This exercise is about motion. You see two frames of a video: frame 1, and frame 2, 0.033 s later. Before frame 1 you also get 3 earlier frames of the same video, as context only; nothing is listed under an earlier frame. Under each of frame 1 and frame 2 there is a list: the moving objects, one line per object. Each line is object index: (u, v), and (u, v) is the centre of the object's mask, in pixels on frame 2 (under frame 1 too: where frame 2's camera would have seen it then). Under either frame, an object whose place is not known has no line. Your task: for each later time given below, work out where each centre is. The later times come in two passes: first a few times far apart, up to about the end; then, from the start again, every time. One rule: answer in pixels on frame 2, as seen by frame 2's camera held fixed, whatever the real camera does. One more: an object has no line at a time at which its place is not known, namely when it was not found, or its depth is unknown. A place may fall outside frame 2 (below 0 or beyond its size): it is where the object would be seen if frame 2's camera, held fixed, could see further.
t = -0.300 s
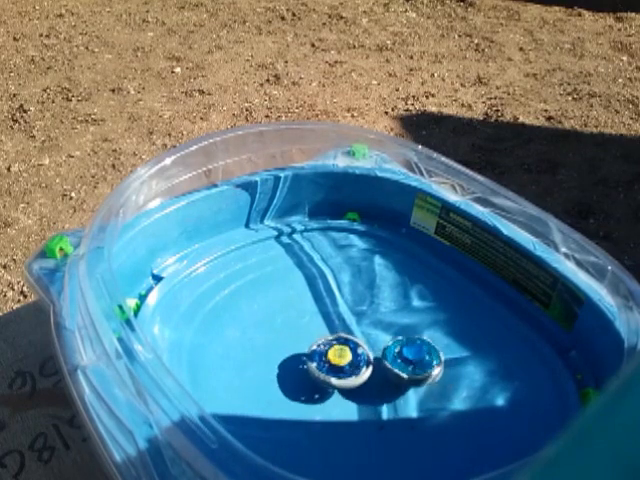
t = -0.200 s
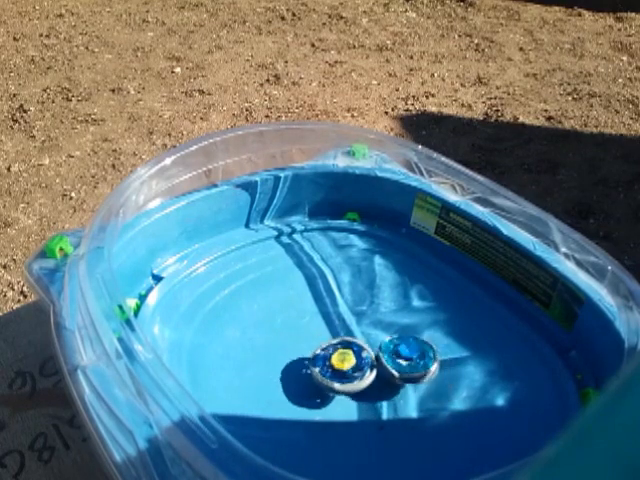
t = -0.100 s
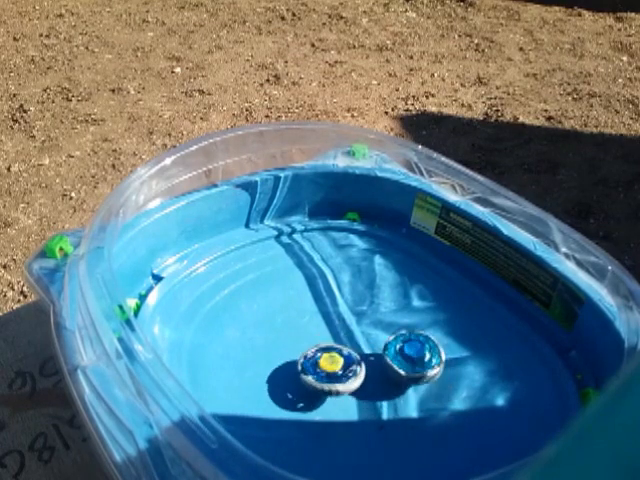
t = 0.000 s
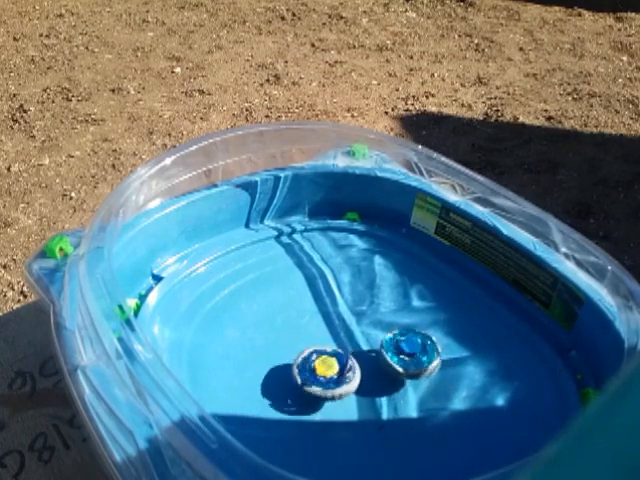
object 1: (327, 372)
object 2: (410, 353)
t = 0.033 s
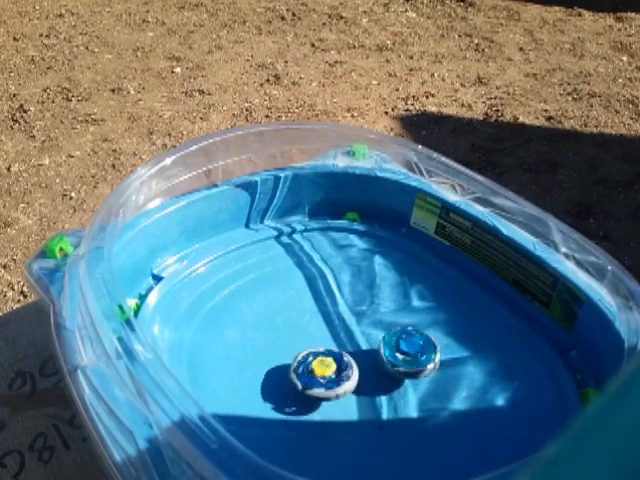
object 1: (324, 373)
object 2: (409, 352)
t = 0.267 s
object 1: (329, 375)
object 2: (402, 348)
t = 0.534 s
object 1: (351, 379)
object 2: (392, 342)
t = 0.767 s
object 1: (356, 394)
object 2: (388, 337)
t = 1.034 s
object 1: (363, 394)
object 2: (382, 337)
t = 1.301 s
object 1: (370, 392)
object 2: (375, 334)
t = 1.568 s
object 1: (375, 384)
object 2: (366, 332)
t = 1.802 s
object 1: (380, 386)
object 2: (361, 333)
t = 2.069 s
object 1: (381, 382)
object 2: (356, 335)
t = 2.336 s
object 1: (376, 385)
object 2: (350, 337)
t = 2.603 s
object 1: (368, 391)
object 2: (347, 337)
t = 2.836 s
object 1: (364, 389)
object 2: (346, 338)
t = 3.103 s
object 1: (366, 390)
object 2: (347, 340)
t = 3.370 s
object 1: (366, 396)
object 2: (347, 345)
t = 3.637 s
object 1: (363, 399)
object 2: (347, 349)
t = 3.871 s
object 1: (362, 404)
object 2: (348, 348)
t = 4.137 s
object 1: (361, 405)
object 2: (352, 348)
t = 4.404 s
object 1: (377, 399)
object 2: (349, 350)
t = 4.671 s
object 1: (386, 400)
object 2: (343, 352)
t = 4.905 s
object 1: (395, 388)
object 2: (341, 354)
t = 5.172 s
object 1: (407, 382)
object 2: (339, 360)
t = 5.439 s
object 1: (404, 385)
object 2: (336, 361)
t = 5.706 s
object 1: (385, 392)
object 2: (338, 356)
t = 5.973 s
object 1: (367, 425)
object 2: (340, 359)
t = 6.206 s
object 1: (383, 429)
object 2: (342, 363)
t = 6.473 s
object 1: (368, 425)
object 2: (339, 366)
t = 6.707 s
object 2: (349, 363)
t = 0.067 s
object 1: (325, 373)
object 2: (408, 351)
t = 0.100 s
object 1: (325, 374)
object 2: (407, 351)
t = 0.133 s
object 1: (324, 374)
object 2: (406, 350)
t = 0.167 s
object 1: (326, 374)
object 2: (405, 349)
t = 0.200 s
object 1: (326, 375)
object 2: (405, 349)
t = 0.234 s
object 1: (327, 375)
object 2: (403, 349)
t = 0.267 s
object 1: (329, 375)
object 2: (402, 348)
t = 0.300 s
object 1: (331, 376)
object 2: (401, 347)
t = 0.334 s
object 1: (333, 376)
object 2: (399, 347)
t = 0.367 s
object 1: (336, 376)
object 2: (398, 346)
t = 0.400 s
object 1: (339, 377)
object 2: (397, 345)
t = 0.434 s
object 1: (342, 377)
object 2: (394, 345)
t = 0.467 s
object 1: (345, 377)
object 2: (393, 344)
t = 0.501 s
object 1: (349, 378)
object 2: (392, 343)
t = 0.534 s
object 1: (351, 379)
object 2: (392, 342)
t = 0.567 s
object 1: (350, 383)
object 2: (391, 340)
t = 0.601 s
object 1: (351, 384)
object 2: (391, 341)
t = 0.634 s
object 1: (354, 387)
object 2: (390, 340)
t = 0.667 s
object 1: (353, 389)
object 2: (389, 339)
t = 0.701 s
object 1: (355, 391)
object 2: (390, 338)
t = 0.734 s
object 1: (355, 392)
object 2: (389, 337)
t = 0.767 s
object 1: (356, 394)
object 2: (388, 337)
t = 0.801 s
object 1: (356, 395)
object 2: (387, 337)
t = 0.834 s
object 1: (356, 395)
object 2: (387, 337)
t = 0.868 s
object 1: (358, 396)
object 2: (386, 336)
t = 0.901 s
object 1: (359, 396)
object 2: (386, 337)
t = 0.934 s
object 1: (360, 396)
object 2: (385, 336)
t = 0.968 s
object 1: (360, 396)
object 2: (385, 336)
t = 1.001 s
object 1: (362, 395)
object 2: (384, 337)
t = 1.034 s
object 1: (363, 394)
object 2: (382, 337)
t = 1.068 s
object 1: (364, 393)
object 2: (381, 338)
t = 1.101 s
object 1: (365, 391)
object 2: (379, 337)
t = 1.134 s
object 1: (367, 389)
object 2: (379, 338)
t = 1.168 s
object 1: (368, 389)
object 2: (377, 337)
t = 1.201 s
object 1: (368, 392)
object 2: (377, 335)
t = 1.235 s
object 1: (368, 393)
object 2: (378, 334)
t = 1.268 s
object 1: (369, 393)
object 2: (376, 335)
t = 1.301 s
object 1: (370, 392)
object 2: (375, 334)
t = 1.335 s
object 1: (370, 392)
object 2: (373, 334)
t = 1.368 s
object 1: (370, 392)
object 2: (372, 333)
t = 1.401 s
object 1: (371, 391)
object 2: (371, 333)
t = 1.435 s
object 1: (372, 391)
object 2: (370, 333)
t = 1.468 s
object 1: (373, 389)
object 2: (368, 333)
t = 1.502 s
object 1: (373, 388)
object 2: (367, 333)
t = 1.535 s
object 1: (374, 386)
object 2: (366, 332)
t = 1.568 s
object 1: (375, 384)
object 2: (366, 332)
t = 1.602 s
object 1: (375, 383)
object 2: (365, 332)
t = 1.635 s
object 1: (377, 384)
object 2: (364, 332)
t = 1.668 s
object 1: (377, 386)
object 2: (364, 331)
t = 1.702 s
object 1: (378, 385)
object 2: (364, 332)
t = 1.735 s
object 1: (379, 386)
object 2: (363, 333)
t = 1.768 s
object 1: (380, 386)
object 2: (362, 333)
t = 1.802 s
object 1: (380, 386)
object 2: (361, 333)
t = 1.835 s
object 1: (380, 385)
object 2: (361, 333)
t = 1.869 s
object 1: (381, 383)
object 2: (360, 333)
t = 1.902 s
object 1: (381, 383)
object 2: (359, 333)
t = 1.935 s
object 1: (381, 382)
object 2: (359, 334)
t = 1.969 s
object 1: (382, 382)
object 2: (358, 334)
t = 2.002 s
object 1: (382, 383)
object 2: (357, 334)
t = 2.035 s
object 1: (381, 381)
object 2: (357, 334)
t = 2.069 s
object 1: (381, 382)
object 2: (356, 335)
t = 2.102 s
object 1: (380, 385)
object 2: (355, 334)
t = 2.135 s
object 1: (380, 384)
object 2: (355, 336)
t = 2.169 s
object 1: (381, 383)
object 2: (354, 336)
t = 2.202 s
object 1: (381, 384)
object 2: (353, 337)
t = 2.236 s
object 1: (379, 384)
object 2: (352, 337)
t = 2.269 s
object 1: (377, 385)
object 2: (351, 337)
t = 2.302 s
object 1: (377, 384)
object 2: (350, 337)
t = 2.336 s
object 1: (376, 385)
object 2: (350, 337)
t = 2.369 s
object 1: (374, 386)
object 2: (350, 337)
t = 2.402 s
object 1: (374, 386)
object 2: (349, 338)
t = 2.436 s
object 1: (373, 387)
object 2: (348, 338)
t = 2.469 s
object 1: (372, 386)
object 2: (347, 339)
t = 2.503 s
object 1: (370, 385)
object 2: (346, 338)
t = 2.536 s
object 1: (371, 389)
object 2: (346, 337)
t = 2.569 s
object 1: (369, 392)
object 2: (347, 336)
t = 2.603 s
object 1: (368, 391)
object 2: (347, 337)
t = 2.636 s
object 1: (369, 391)
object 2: (346, 337)
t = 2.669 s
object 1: (368, 392)
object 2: (346, 337)
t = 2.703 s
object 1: (366, 393)
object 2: (345, 336)
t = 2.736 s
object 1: (365, 392)
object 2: (345, 337)
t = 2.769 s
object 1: (364, 391)
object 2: (345, 337)
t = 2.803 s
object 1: (364, 391)
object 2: (345, 337)
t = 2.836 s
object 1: (364, 389)
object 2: (346, 338)
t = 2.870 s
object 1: (364, 390)
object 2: (346, 338)
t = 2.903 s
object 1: (363, 391)
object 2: (347, 337)
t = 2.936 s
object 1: (362, 390)
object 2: (348, 338)
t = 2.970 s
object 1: (364, 390)
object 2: (347, 339)
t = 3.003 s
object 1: (365, 391)
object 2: (347, 338)
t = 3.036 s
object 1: (364, 392)
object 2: (348, 338)
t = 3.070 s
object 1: (364, 391)
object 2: (348, 340)
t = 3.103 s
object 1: (366, 390)
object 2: (347, 340)
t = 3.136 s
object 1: (366, 390)
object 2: (348, 340)
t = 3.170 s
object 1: (365, 392)
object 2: (348, 341)
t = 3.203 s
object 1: (363, 391)
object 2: (349, 341)
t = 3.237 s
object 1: (365, 393)
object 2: (349, 343)
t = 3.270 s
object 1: (366, 394)
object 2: (349, 343)
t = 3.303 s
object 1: (366, 395)
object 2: (348, 344)
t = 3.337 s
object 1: (365, 395)
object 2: (348, 345)
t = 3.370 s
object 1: (366, 396)
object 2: (347, 345)
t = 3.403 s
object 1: (364, 398)
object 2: (348, 345)
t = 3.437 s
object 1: (364, 397)
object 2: (349, 347)
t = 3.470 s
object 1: (365, 397)
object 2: (347, 348)
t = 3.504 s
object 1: (365, 399)
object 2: (348, 348)
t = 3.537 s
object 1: (364, 399)
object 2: (347, 349)
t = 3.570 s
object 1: (363, 399)
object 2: (347, 349)
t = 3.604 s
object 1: (363, 399)
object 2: (347, 349)
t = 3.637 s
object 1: (363, 399)
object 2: (347, 349)
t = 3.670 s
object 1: (362, 399)
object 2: (348, 349)
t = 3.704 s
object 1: (361, 400)
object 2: (347, 350)
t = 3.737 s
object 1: (362, 400)
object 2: (347, 350)
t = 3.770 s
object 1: (362, 402)
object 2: (348, 350)
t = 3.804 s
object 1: (361, 401)
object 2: (348, 349)
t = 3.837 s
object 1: (361, 400)
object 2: (348, 350)
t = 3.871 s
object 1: (362, 404)
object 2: (348, 348)
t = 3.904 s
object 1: (360, 408)
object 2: (350, 344)
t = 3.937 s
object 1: (359, 409)
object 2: (352, 345)
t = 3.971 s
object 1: (358, 406)
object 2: (352, 347)
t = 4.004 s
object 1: (361, 405)
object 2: (350, 346)
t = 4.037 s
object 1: (361, 405)
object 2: (351, 345)
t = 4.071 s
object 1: (363, 407)
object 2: (352, 346)
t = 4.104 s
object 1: (361, 406)
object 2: (353, 347)
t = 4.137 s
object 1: (361, 405)
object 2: (352, 348)
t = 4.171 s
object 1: (362, 400)
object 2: (351, 347)
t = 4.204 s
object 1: (366, 397)
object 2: (352, 348)
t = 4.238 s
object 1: (371, 398)
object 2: (351, 347)
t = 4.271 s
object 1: (374, 401)
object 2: (352, 348)
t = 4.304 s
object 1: (374, 401)
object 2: (352, 349)
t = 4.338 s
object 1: (374, 401)
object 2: (350, 351)
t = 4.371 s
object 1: (375, 399)
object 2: (349, 351)
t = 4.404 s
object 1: (377, 399)
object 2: (349, 350)
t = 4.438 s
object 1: (381, 398)
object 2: (350, 352)
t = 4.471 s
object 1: (383, 399)
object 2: (349, 353)
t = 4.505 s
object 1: (385, 401)
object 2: (346, 352)
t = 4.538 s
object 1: (386, 403)
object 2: (346, 352)
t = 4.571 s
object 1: (385, 403)
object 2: (346, 352)
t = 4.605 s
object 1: (385, 402)
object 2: (346, 353)
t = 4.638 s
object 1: (386, 400)
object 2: (344, 353)
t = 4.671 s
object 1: (386, 400)
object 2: (343, 352)
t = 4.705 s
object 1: (388, 399)
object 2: (343, 352)
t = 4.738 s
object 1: (388, 399)
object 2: (343, 353)
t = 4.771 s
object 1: (388, 397)
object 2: (343, 354)
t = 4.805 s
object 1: (389, 395)
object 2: (341, 354)
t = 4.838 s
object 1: (390, 392)
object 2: (341, 353)
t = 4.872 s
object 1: (393, 390)
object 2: (342, 352)
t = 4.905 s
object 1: (395, 388)
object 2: (341, 354)
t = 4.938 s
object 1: (399, 387)
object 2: (341, 356)
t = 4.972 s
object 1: (400, 388)
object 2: (340, 356)
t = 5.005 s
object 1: (401, 388)
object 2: (340, 357)
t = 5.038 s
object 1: (401, 386)
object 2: (341, 358)
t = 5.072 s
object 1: (401, 385)
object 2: (341, 360)
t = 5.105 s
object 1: (403, 384)
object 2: (340, 360)
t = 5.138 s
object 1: (406, 381)
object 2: (339, 360)
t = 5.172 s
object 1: (407, 382)
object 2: (339, 360)
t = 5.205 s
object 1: (407, 383)
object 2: (340, 362)
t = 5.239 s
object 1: (406, 384)
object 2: (339, 363)
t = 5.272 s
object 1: (404, 383)
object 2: (339, 362)
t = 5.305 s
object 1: (404, 383)
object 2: (336, 361)
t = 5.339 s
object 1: (406, 383)
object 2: (335, 359)
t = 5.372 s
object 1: (405, 385)
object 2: (338, 359)
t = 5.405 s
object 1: (400, 385)
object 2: (339, 361)
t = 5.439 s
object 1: (404, 385)
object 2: (336, 361)
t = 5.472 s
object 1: (407, 387)
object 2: (333, 358)
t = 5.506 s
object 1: (407, 390)
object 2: (334, 356)
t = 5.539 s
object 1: (404, 394)
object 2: (337, 357)
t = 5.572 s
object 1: (398, 393)
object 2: (339, 360)
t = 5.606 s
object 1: (391, 393)
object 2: (339, 362)
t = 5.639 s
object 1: (390, 392)
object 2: (338, 362)
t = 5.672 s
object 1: (384, 391)
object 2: (337, 360)
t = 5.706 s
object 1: (385, 392)
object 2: (338, 356)
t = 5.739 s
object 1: (382, 393)
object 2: (341, 356)
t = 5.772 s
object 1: (374, 398)
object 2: (343, 357)
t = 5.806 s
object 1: (368, 403)
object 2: (343, 358)
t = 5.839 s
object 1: (364, 408)
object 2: (342, 359)
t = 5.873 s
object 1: (361, 411)
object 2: (340, 361)
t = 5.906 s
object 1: (361, 417)
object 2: (339, 359)
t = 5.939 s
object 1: (364, 422)
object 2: (339, 359)
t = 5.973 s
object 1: (367, 425)
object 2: (340, 359)
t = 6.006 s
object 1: (370, 428)
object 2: (340, 360)
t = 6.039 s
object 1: (374, 428)
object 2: (341, 361)
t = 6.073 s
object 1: (377, 429)
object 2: (341, 361)
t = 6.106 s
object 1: (379, 430)
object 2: (340, 361)
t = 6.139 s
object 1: (382, 430)
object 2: (340, 361)
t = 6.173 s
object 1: (383, 430)
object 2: (341, 362)
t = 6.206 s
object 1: (383, 429)
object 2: (342, 363)
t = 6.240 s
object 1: (384, 429)
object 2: (342, 364)
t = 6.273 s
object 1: (383, 430)
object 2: (341, 364)
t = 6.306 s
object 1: (381, 429)
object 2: (340, 364)
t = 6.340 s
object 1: (379, 430)
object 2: (340, 364)
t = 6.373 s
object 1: (377, 429)
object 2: (341, 364)
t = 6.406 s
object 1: (374, 428)
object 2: (341, 365)
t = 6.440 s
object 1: (371, 427)
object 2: (341, 366)
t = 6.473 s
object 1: (368, 425)
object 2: (339, 366)
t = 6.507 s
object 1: (366, 423)
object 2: (339, 365)
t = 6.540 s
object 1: (364, 419)
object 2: (339, 366)
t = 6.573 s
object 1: (363, 417)
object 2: (340, 365)
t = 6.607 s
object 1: (363, 414)
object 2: (341, 363)
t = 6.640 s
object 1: (363, 411)
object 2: (344, 365)
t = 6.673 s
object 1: (365, 409)
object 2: (347, 363)
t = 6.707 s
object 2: (349, 363)
